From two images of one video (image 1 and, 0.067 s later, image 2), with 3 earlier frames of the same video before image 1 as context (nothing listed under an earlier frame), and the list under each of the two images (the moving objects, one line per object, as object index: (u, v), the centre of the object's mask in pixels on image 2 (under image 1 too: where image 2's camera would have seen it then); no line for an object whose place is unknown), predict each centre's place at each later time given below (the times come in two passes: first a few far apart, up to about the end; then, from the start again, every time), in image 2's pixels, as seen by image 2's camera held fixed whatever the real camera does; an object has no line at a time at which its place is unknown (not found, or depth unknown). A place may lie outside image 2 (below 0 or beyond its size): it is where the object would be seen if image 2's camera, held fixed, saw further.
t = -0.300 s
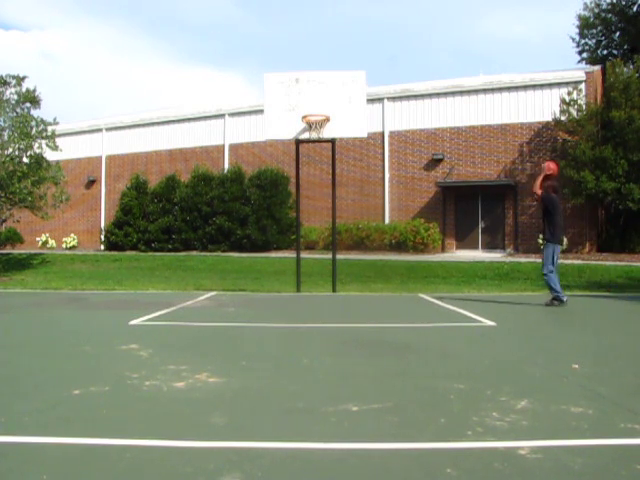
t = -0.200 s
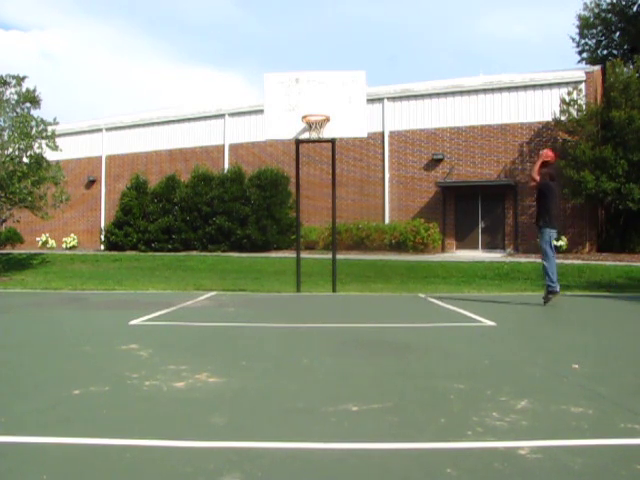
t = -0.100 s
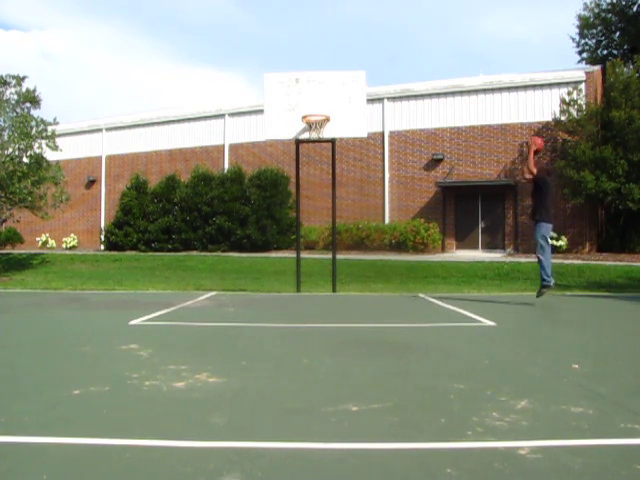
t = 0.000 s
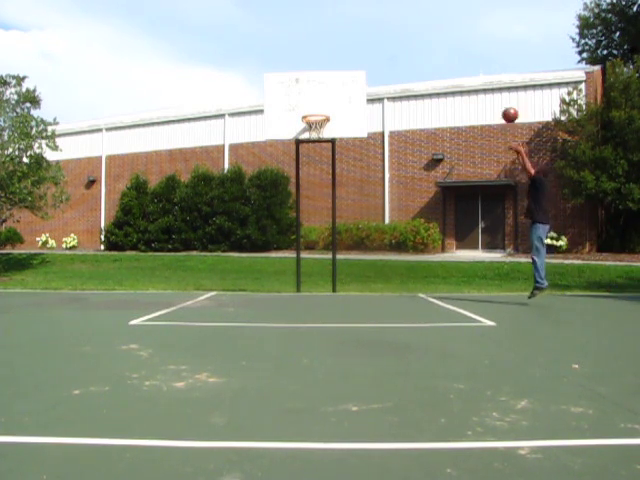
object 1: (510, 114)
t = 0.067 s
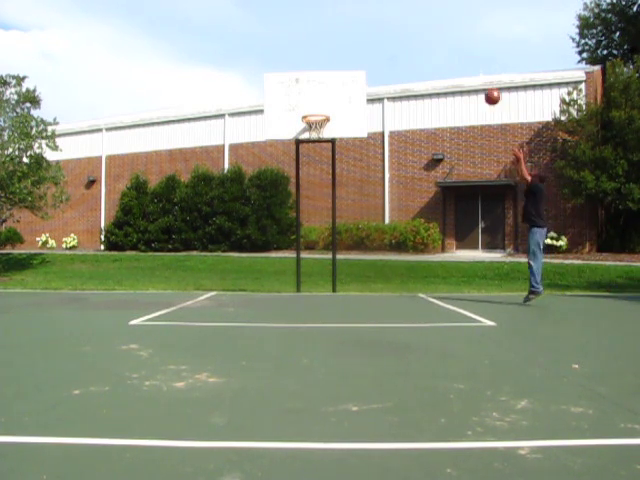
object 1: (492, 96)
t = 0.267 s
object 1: (442, 64)
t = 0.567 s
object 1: (373, 65)
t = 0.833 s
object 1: (318, 109)
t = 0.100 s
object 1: (483, 89)
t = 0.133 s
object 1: (475, 83)
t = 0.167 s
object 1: (466, 77)
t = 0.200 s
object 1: (458, 72)
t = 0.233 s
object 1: (450, 68)
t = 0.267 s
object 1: (442, 64)
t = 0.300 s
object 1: (434, 62)
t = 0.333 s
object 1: (426, 60)
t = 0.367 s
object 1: (418, 59)
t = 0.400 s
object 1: (410, 58)
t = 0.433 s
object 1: (403, 58)
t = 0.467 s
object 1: (395, 59)
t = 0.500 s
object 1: (388, 60)
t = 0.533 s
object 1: (380, 63)
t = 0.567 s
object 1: (373, 65)
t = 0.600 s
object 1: (366, 69)
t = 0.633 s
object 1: (359, 72)
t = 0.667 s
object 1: (352, 77)
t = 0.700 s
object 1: (345, 83)
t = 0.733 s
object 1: (338, 88)
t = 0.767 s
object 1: (331, 95)
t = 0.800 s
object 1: (325, 102)
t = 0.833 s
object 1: (318, 109)
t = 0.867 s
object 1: (310, 117)
